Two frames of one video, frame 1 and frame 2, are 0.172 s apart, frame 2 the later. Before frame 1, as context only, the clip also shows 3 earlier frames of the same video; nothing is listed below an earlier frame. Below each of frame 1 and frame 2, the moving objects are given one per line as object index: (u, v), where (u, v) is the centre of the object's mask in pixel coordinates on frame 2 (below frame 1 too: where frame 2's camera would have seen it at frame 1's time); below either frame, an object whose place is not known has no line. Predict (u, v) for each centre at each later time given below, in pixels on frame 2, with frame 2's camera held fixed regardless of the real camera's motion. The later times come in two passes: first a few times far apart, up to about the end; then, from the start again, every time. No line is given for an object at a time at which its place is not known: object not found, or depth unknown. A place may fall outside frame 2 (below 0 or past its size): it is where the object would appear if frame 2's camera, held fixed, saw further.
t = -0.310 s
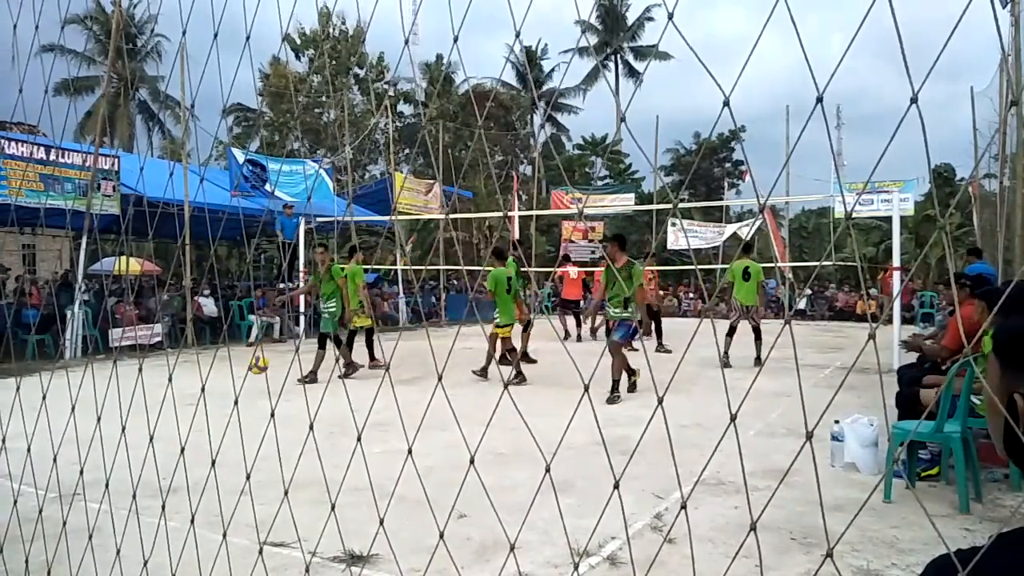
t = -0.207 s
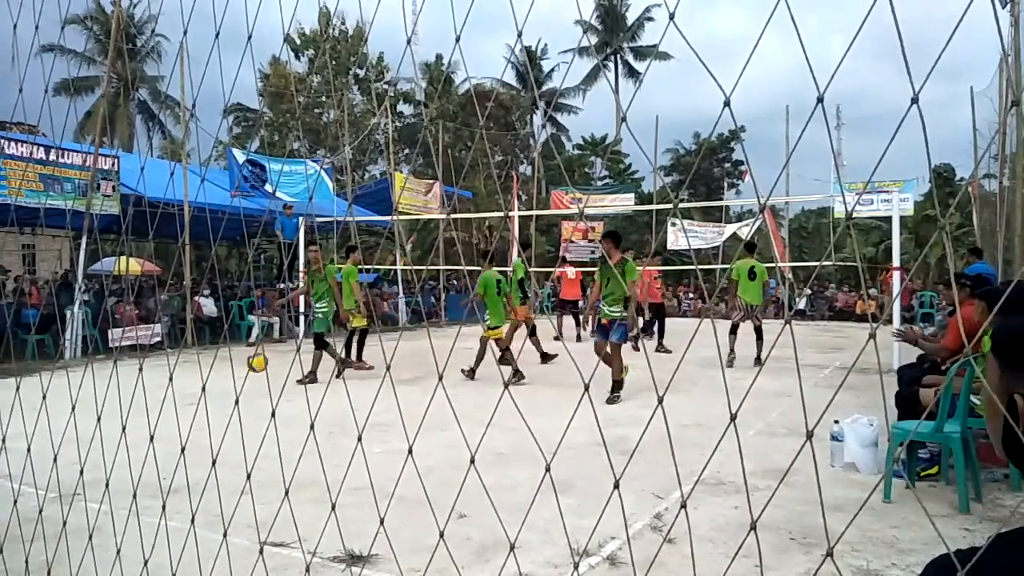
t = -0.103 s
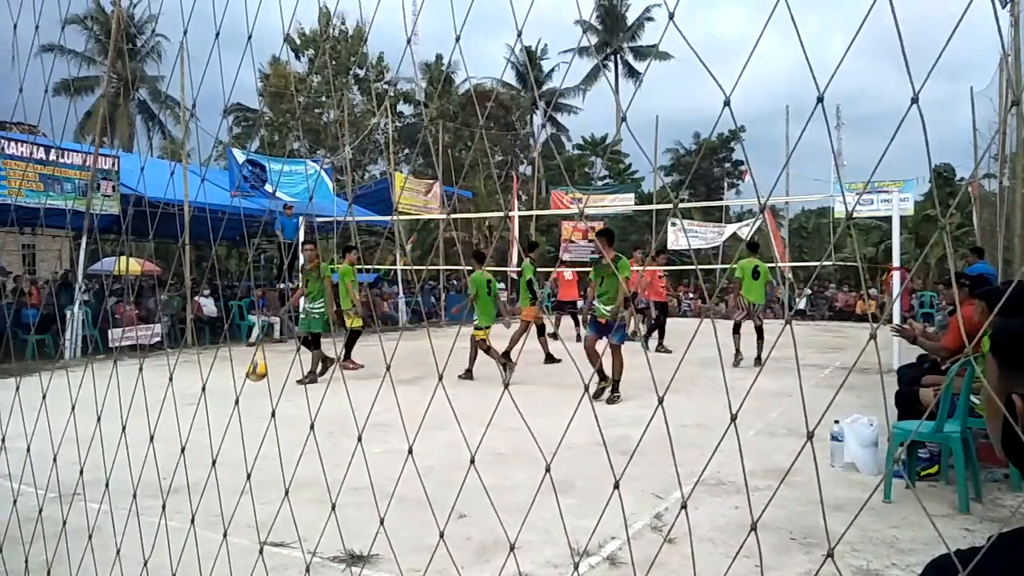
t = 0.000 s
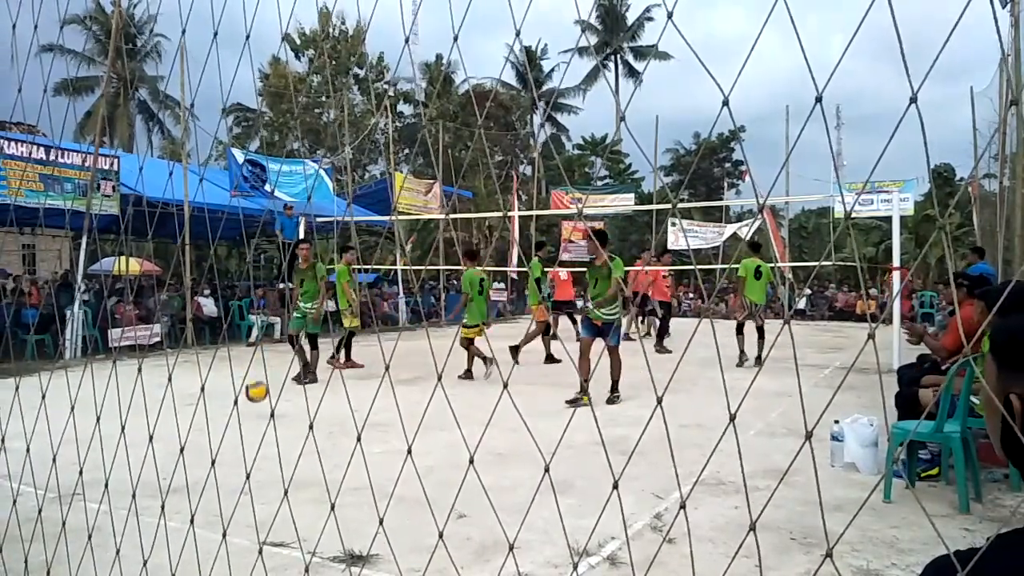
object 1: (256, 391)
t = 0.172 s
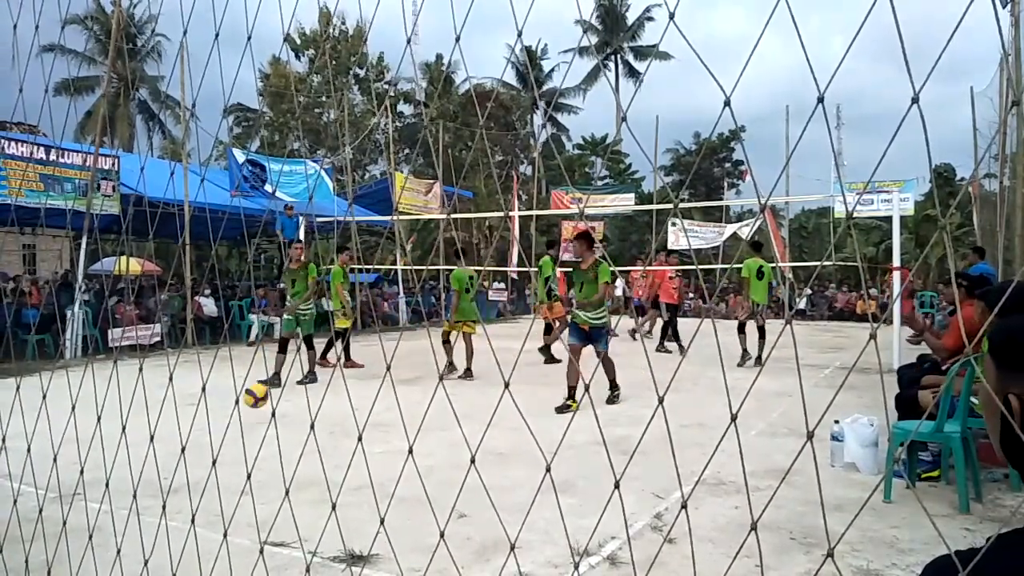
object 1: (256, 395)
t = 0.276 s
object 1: (255, 393)
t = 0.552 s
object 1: (257, 437)
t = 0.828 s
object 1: (255, 454)
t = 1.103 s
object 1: (251, 466)
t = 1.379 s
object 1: (246, 527)
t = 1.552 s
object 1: (242, 562)
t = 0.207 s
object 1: (256, 393)
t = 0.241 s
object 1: (255, 392)
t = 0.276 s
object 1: (255, 393)
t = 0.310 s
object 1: (256, 394)
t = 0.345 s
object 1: (256, 397)
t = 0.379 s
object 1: (256, 401)
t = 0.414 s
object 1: (257, 408)
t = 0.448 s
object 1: (256, 417)
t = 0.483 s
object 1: (256, 427)
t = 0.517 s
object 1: (257, 438)
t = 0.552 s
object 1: (257, 437)
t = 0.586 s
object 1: (256, 434)
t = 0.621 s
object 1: (256, 430)
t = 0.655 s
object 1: (255, 430)
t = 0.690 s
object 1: (255, 431)
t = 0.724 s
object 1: (255, 434)
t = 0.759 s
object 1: (255, 438)
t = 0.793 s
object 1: (255, 445)
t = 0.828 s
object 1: (255, 454)
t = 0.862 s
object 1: (254, 465)
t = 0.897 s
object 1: (254, 478)
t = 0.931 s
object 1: (253, 473)
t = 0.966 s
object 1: (253, 468)
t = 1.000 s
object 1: (252, 464)
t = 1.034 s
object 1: (251, 463)
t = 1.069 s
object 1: (251, 463)
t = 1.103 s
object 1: (251, 466)
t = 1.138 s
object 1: (250, 471)
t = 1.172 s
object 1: (250, 480)
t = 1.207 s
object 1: (250, 489)
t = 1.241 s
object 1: (250, 503)
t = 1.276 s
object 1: (249, 521)
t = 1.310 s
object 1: (248, 528)
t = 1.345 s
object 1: (247, 526)
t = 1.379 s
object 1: (246, 527)
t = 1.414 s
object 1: (245, 530)
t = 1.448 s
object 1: (244, 536)
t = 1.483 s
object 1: (243, 545)
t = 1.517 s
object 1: (242, 554)
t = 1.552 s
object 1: (242, 562)
